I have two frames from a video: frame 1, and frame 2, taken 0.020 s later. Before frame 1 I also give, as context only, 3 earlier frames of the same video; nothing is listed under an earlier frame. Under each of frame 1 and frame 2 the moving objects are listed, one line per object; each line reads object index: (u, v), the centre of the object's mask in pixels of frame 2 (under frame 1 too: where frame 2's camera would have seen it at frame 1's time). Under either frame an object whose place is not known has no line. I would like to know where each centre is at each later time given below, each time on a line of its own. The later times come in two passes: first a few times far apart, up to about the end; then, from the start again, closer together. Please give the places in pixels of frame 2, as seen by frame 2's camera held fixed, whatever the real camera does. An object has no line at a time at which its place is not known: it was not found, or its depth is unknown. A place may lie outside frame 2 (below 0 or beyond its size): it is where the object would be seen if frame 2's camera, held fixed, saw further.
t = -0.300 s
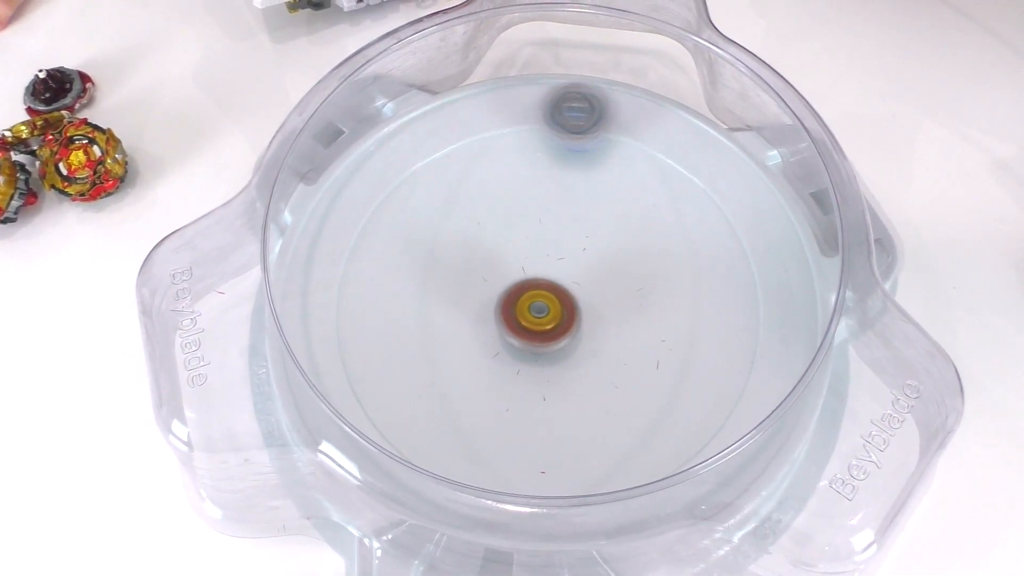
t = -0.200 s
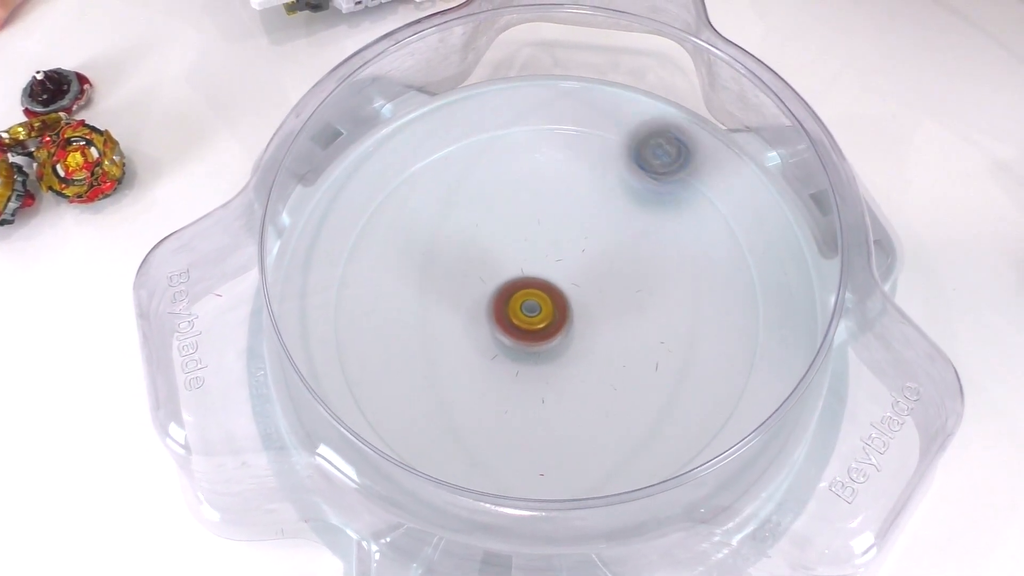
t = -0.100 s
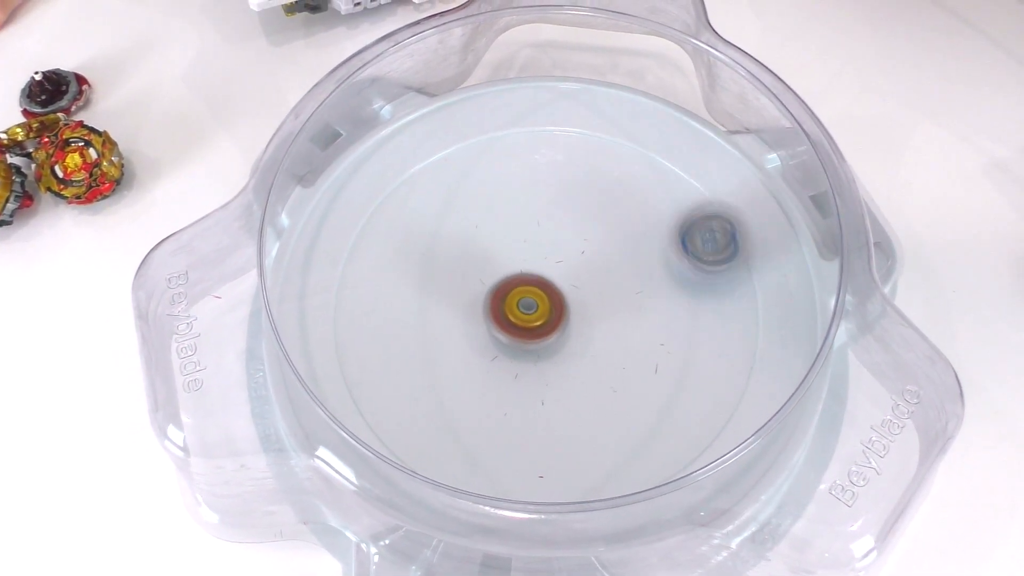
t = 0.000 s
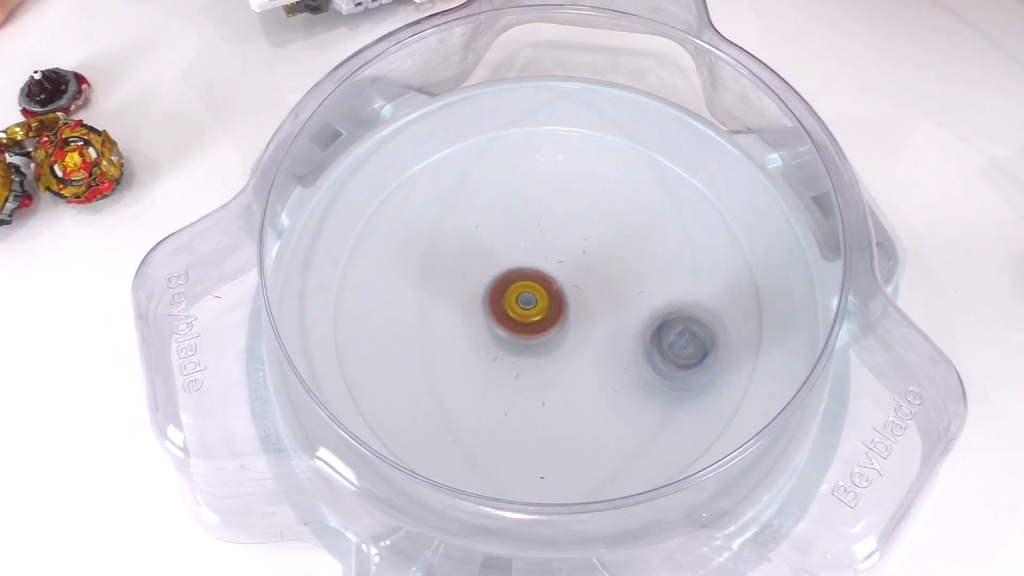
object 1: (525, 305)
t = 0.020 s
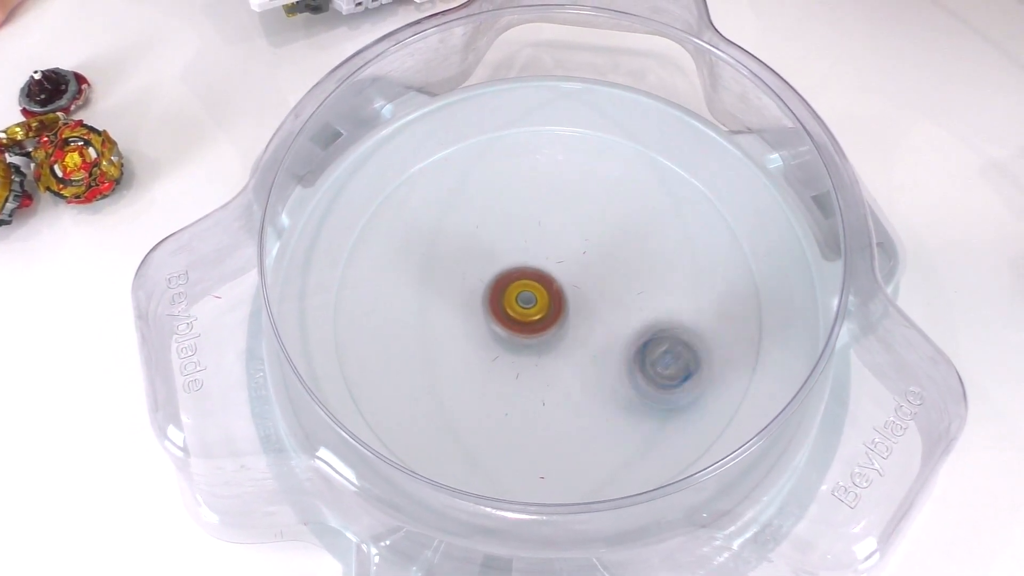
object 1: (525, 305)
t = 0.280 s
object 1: (526, 289)
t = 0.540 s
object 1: (537, 283)
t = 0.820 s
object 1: (553, 278)
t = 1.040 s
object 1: (566, 285)
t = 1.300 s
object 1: (570, 296)
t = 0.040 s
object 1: (525, 304)
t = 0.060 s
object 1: (524, 302)
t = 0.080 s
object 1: (525, 301)
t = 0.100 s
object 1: (525, 300)
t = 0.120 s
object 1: (525, 299)
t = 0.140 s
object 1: (525, 298)
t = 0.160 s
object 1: (525, 298)
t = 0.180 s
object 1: (525, 296)
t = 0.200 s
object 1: (525, 295)
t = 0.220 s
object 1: (525, 293)
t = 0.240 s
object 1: (525, 292)
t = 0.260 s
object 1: (525, 291)
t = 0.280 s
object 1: (526, 289)
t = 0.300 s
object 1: (526, 289)
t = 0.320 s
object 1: (527, 287)
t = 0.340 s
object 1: (528, 289)
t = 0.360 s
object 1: (528, 288)
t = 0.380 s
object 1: (529, 287)
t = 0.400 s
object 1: (530, 287)
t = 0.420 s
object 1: (531, 283)
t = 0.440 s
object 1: (532, 283)
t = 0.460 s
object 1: (533, 285)
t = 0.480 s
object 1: (534, 285)
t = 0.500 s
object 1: (535, 284)
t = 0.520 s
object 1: (536, 283)
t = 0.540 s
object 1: (537, 283)
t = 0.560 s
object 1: (537, 281)
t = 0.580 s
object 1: (539, 282)
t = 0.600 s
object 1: (540, 282)
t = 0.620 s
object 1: (540, 278)
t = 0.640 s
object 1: (542, 278)
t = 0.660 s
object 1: (543, 278)
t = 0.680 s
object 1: (544, 278)
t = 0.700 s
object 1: (545, 278)
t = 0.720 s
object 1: (547, 278)
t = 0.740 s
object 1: (548, 278)
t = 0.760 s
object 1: (549, 278)
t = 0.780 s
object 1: (550, 278)
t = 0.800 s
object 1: (551, 278)
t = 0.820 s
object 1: (553, 278)
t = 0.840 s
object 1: (554, 278)
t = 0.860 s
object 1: (556, 278)
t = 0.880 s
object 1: (557, 279)
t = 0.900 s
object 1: (558, 279)
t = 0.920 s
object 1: (560, 279)
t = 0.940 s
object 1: (561, 279)
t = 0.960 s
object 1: (562, 281)
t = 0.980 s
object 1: (564, 281)
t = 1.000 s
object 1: (564, 282)
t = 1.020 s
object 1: (565, 283)
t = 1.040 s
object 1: (566, 285)
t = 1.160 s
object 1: (569, 289)
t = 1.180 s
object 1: (570, 290)
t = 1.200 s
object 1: (570, 291)
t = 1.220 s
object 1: (570, 291)
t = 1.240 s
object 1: (570, 293)
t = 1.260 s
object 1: (570, 294)
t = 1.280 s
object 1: (570, 295)
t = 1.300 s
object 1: (570, 296)
